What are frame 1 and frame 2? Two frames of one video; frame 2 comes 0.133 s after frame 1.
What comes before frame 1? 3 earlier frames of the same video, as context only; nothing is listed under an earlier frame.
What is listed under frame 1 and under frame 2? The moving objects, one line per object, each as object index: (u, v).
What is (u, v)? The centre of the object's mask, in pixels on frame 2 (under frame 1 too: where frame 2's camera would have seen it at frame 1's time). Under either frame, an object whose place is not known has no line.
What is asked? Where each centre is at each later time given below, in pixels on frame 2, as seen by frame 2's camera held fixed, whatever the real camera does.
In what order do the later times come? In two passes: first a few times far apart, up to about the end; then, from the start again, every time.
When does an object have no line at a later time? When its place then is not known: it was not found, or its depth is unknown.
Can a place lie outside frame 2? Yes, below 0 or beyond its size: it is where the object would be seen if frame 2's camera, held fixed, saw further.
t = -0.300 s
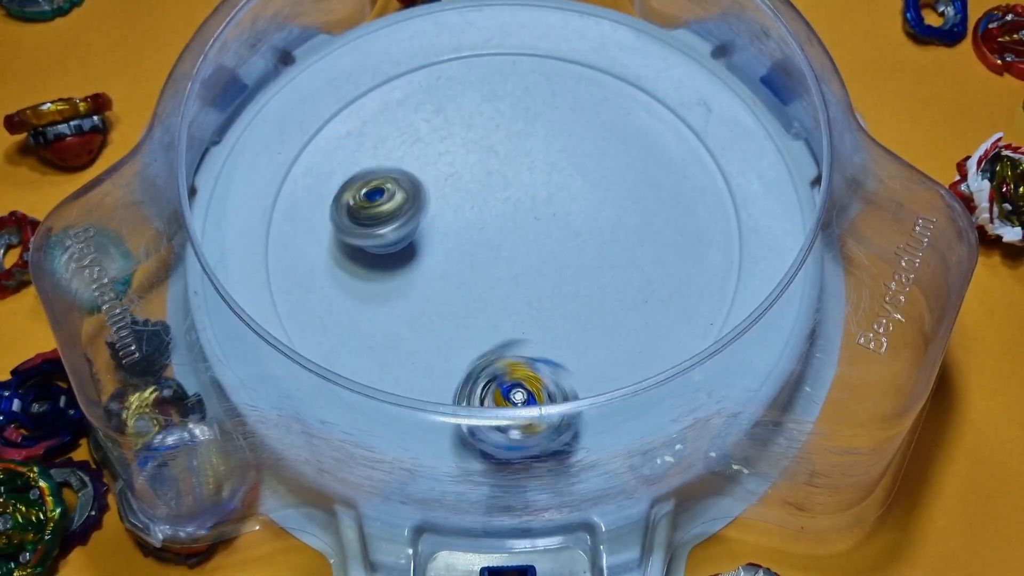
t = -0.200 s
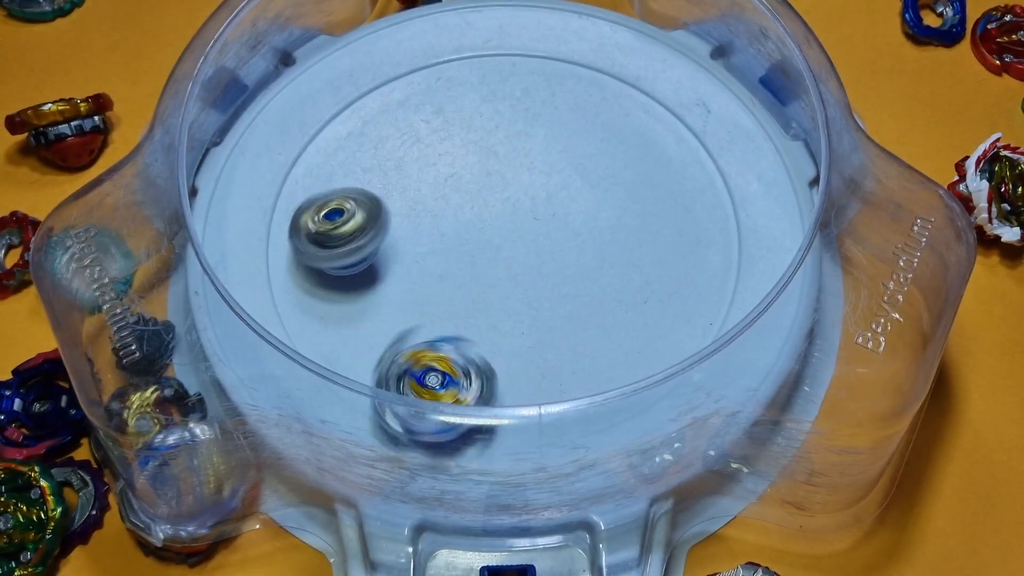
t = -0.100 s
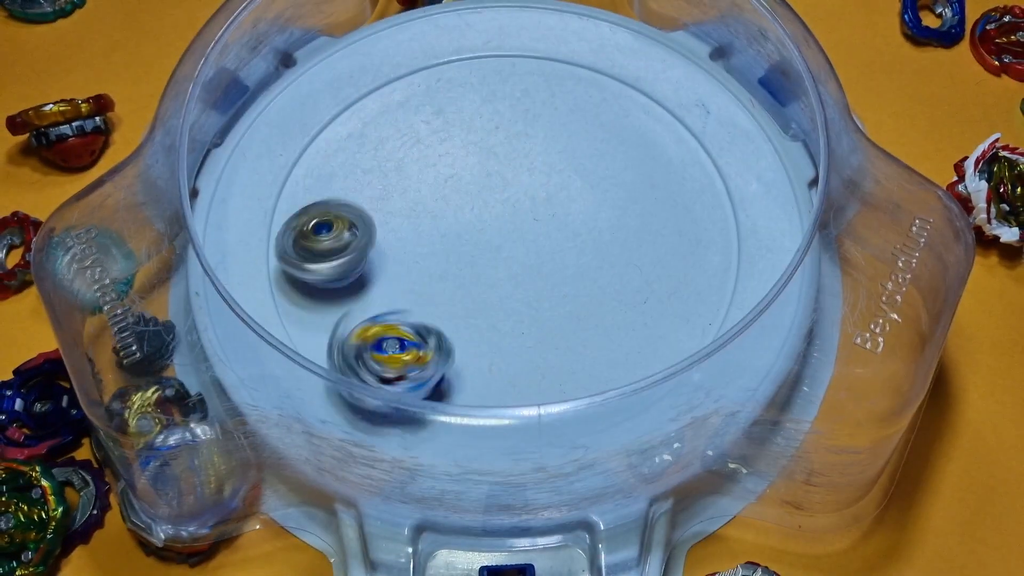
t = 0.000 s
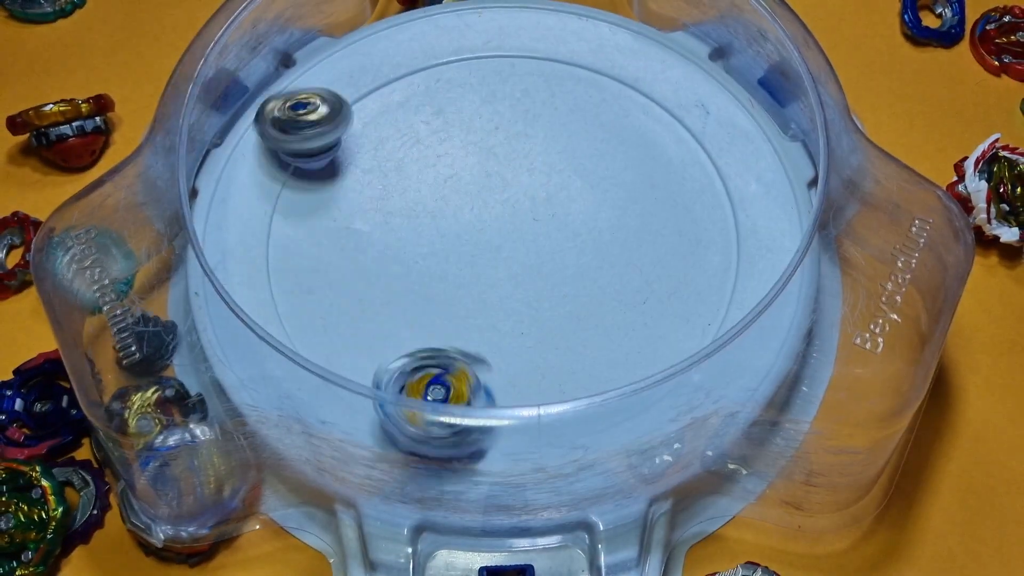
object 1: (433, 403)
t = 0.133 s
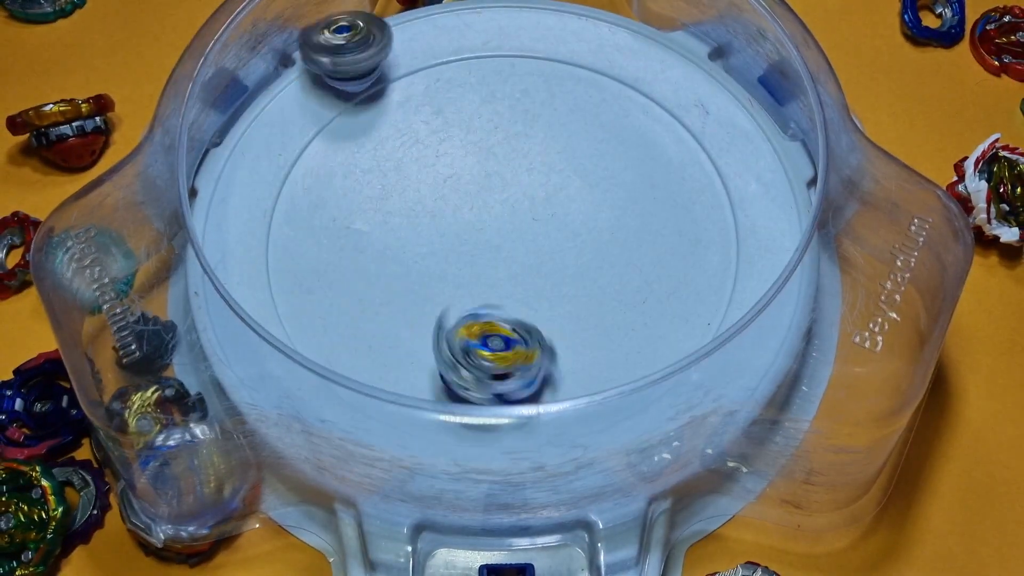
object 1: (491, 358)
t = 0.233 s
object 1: (522, 318)
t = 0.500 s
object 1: (629, 281)
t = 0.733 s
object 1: (703, 311)
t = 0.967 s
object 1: (626, 293)
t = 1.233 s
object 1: (522, 143)
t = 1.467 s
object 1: (502, 66)
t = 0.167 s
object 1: (506, 347)
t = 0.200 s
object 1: (512, 332)
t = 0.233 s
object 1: (522, 318)
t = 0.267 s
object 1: (533, 302)
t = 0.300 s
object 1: (539, 290)
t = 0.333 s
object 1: (550, 279)
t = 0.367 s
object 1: (560, 267)
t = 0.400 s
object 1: (564, 260)
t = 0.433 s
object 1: (577, 257)
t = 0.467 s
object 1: (603, 266)
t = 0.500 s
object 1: (629, 281)
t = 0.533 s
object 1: (649, 287)
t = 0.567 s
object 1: (665, 296)
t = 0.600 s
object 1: (676, 298)
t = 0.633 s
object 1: (684, 303)
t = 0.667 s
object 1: (696, 306)
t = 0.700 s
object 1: (699, 309)
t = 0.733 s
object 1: (703, 311)
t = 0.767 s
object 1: (694, 312)
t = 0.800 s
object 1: (684, 309)
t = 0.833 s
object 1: (677, 306)
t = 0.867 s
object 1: (667, 308)
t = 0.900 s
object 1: (658, 305)
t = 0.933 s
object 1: (643, 299)
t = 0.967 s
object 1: (626, 293)
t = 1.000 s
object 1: (611, 280)
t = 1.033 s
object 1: (592, 266)
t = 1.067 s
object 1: (579, 252)
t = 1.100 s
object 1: (567, 234)
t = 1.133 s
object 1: (553, 218)
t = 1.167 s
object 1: (547, 201)
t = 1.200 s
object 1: (537, 179)
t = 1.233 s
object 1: (522, 143)
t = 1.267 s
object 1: (513, 110)
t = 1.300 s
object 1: (505, 78)
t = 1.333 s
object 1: (499, 56)
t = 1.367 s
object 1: (499, 47)
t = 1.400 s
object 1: (499, 47)
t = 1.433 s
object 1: (499, 56)
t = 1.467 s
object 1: (502, 66)
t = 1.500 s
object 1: (485, 73)
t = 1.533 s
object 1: (398, 48)
